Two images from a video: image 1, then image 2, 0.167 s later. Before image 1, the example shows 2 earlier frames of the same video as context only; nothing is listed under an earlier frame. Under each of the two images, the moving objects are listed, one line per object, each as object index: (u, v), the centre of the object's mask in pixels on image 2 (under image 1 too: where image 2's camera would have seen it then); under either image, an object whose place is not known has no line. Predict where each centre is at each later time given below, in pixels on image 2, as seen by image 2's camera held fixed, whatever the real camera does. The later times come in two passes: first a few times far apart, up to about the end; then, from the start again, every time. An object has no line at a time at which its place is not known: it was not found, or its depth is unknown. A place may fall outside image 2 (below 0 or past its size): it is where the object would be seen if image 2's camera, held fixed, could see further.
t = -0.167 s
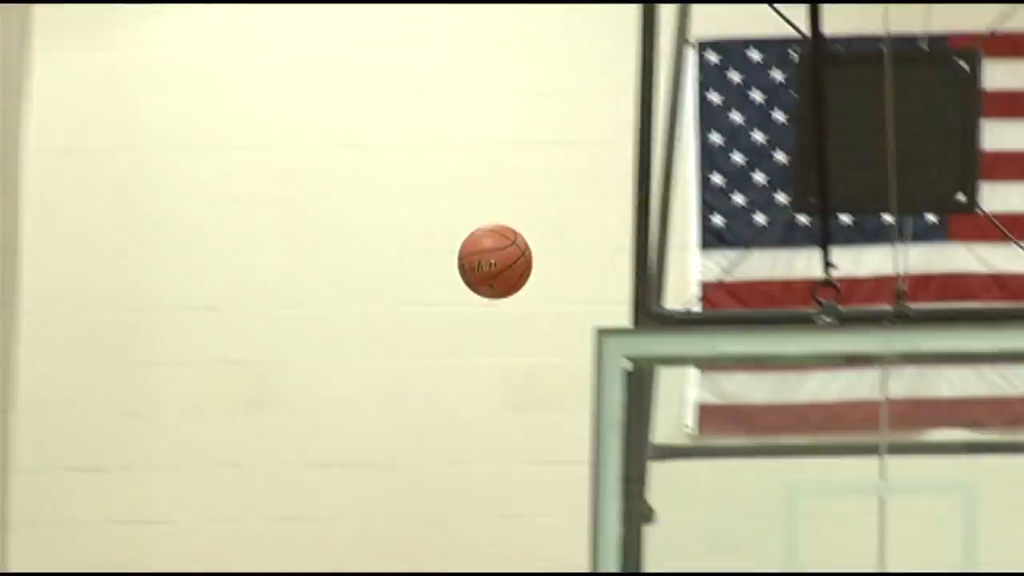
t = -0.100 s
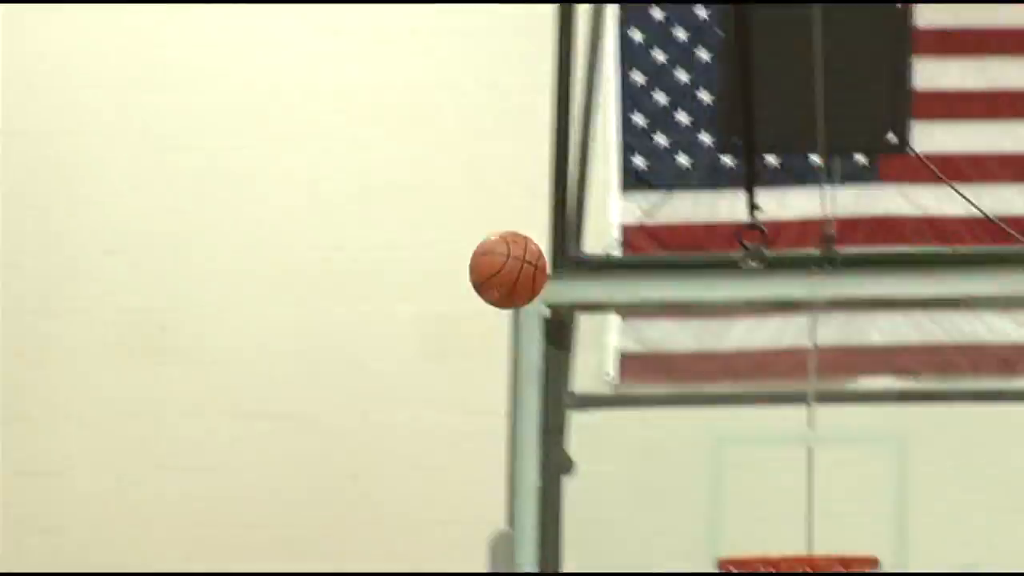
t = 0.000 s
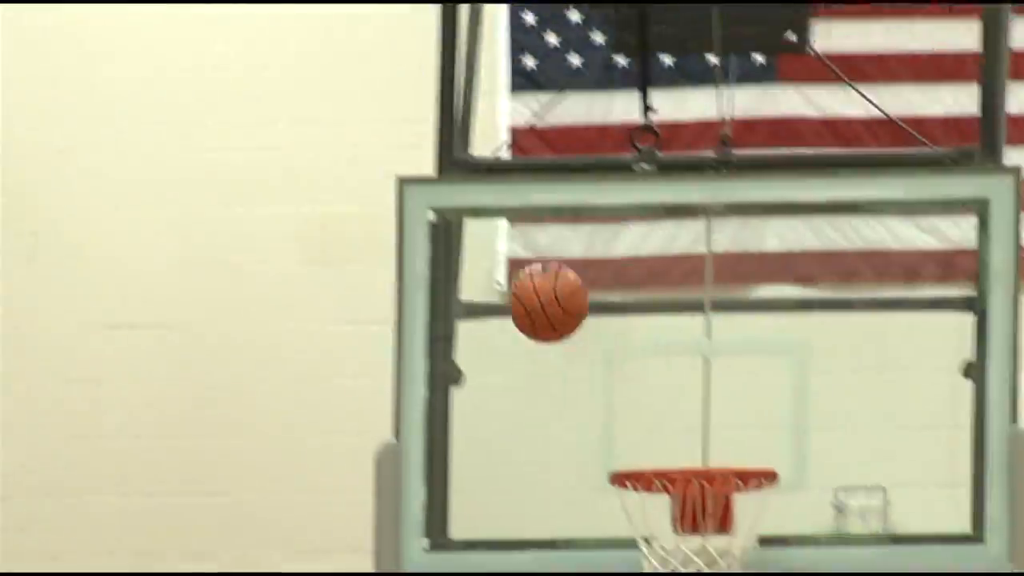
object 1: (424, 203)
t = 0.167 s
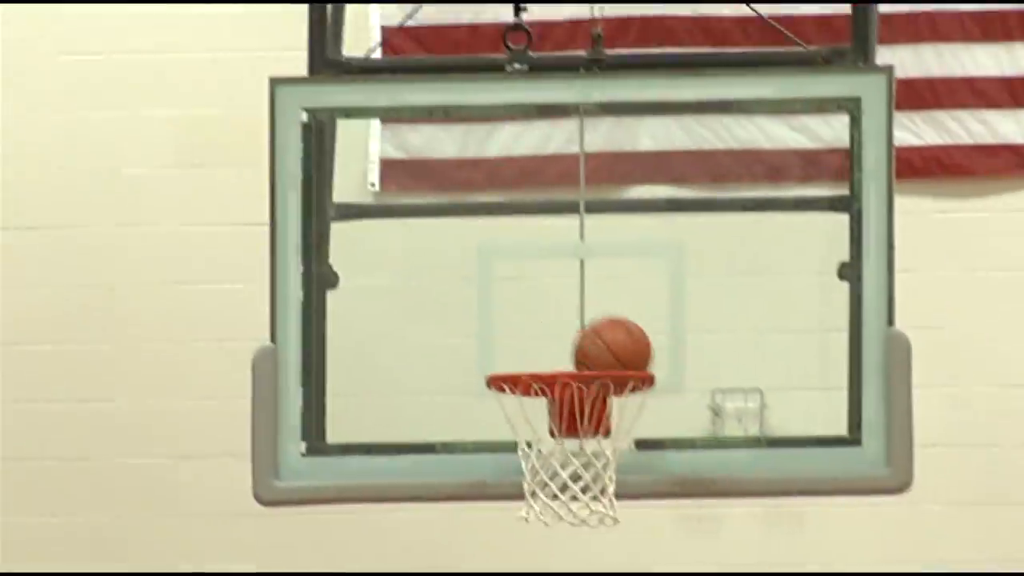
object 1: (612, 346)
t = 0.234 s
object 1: (587, 332)
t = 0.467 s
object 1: (449, 321)
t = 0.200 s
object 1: (599, 338)
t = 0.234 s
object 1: (587, 332)
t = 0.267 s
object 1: (574, 326)
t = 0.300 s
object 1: (554, 317)
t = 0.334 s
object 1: (533, 310)
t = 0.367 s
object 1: (512, 307)
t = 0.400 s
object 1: (491, 308)
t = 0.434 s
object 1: (470, 313)
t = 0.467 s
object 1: (449, 321)
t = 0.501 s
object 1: (428, 333)
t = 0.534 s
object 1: (406, 348)
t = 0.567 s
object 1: (385, 368)
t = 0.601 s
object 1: (364, 392)
